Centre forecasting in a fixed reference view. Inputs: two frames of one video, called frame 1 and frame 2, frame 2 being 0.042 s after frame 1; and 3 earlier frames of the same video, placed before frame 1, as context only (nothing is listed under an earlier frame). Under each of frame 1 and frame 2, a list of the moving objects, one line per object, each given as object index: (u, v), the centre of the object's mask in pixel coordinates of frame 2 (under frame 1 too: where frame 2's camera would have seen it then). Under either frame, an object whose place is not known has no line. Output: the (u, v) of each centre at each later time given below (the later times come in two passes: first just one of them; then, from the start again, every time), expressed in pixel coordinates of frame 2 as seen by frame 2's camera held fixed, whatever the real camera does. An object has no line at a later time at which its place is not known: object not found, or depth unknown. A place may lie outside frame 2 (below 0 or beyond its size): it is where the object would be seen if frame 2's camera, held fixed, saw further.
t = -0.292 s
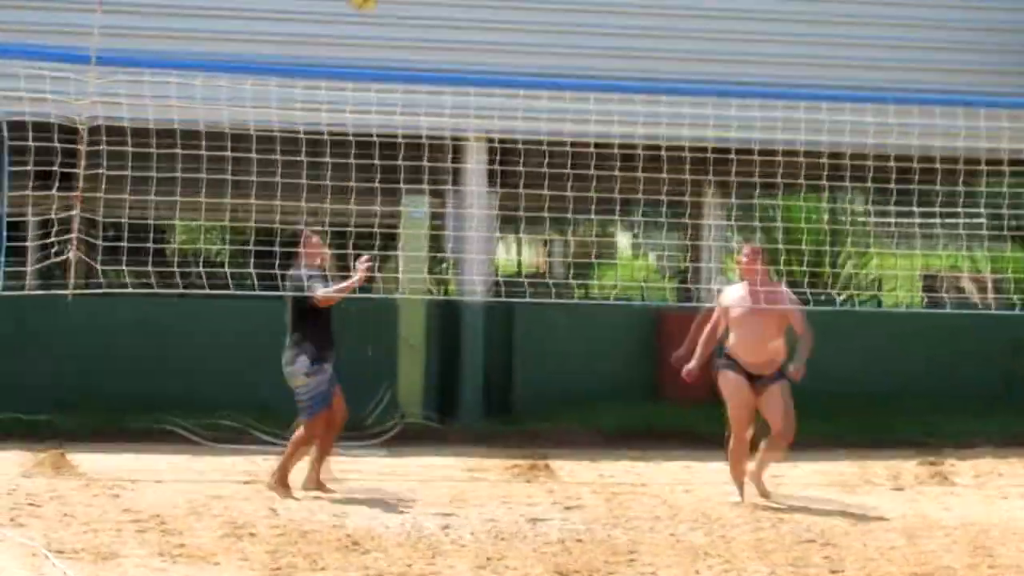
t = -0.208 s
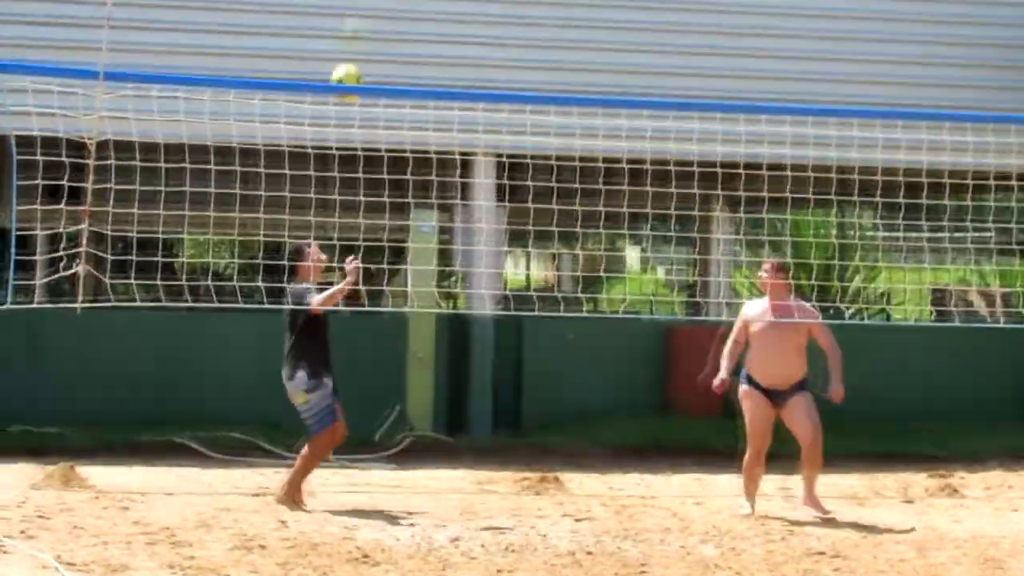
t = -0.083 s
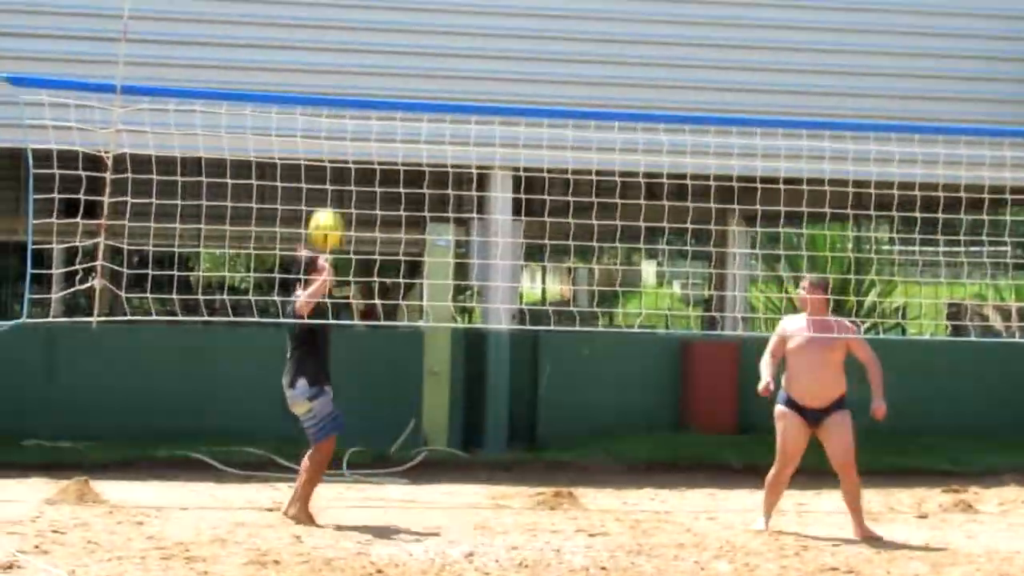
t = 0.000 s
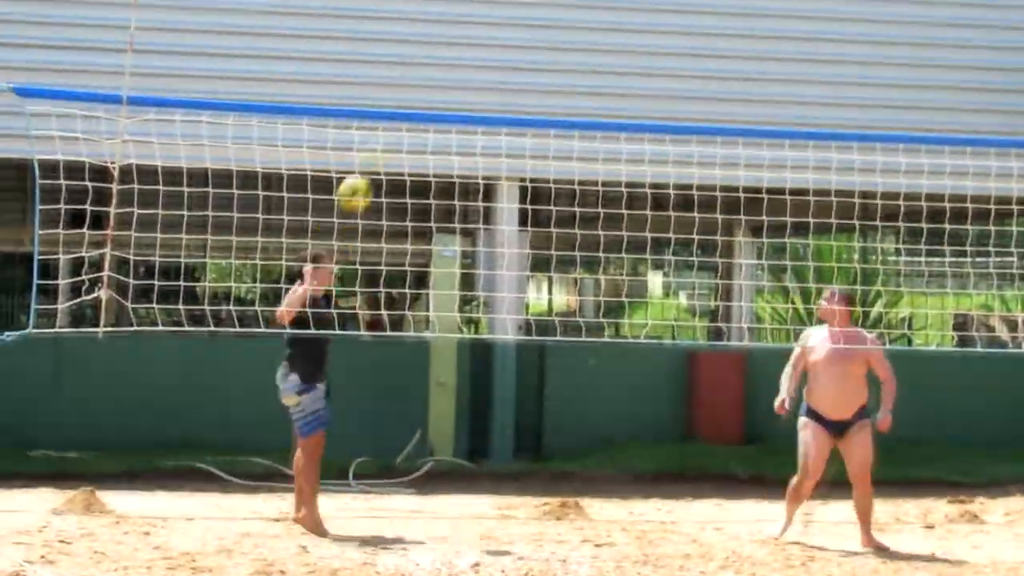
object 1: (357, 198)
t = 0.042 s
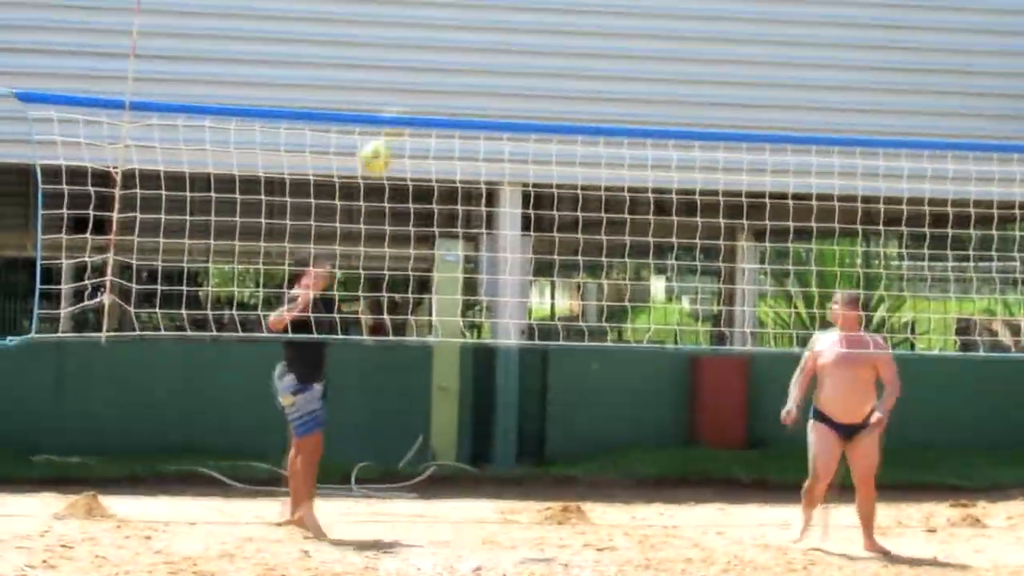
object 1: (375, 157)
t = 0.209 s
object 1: (470, -2)
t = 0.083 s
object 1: (404, 100)
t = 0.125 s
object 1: (420, 72)
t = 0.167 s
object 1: (448, 24)
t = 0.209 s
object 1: (470, -2)
